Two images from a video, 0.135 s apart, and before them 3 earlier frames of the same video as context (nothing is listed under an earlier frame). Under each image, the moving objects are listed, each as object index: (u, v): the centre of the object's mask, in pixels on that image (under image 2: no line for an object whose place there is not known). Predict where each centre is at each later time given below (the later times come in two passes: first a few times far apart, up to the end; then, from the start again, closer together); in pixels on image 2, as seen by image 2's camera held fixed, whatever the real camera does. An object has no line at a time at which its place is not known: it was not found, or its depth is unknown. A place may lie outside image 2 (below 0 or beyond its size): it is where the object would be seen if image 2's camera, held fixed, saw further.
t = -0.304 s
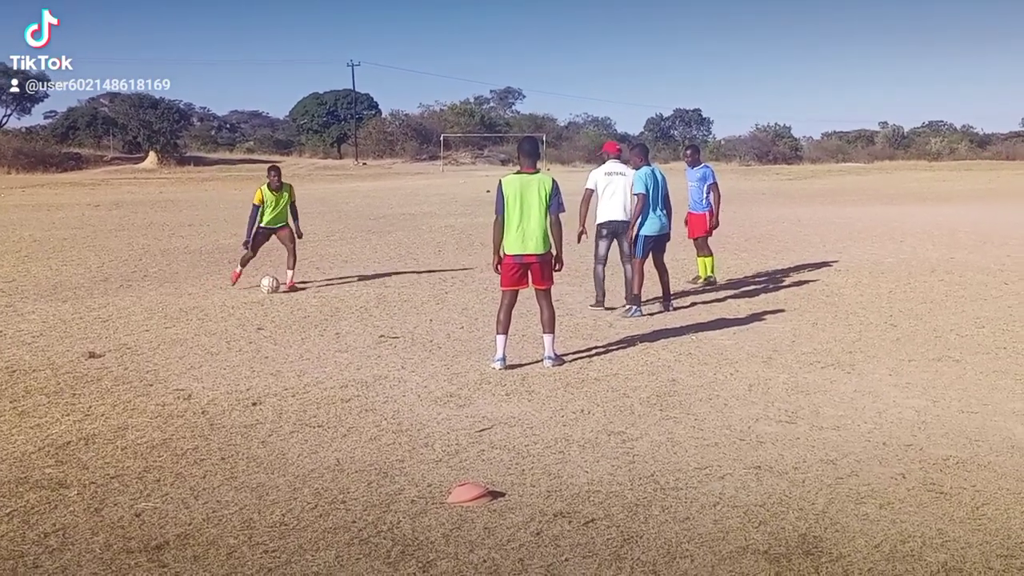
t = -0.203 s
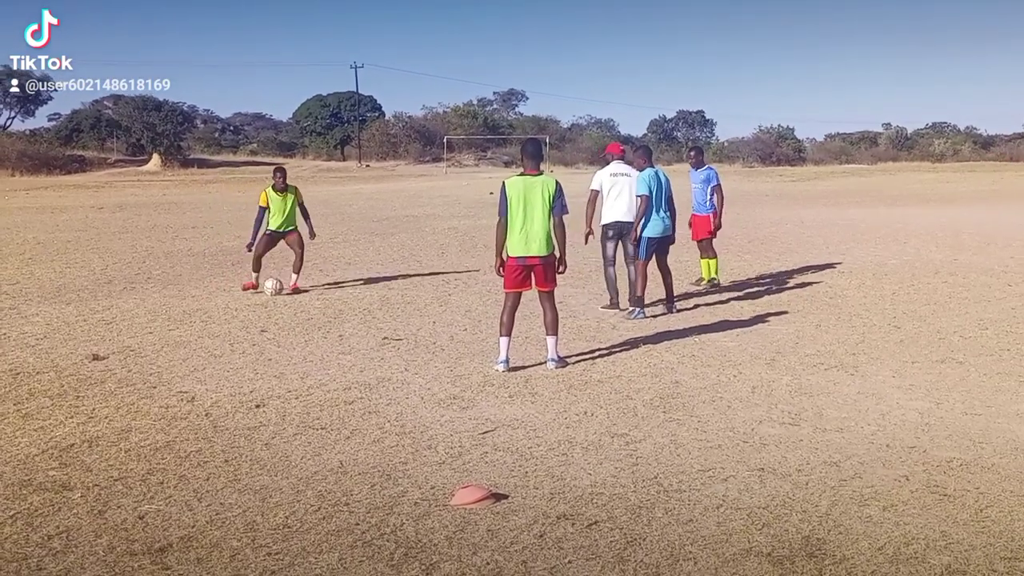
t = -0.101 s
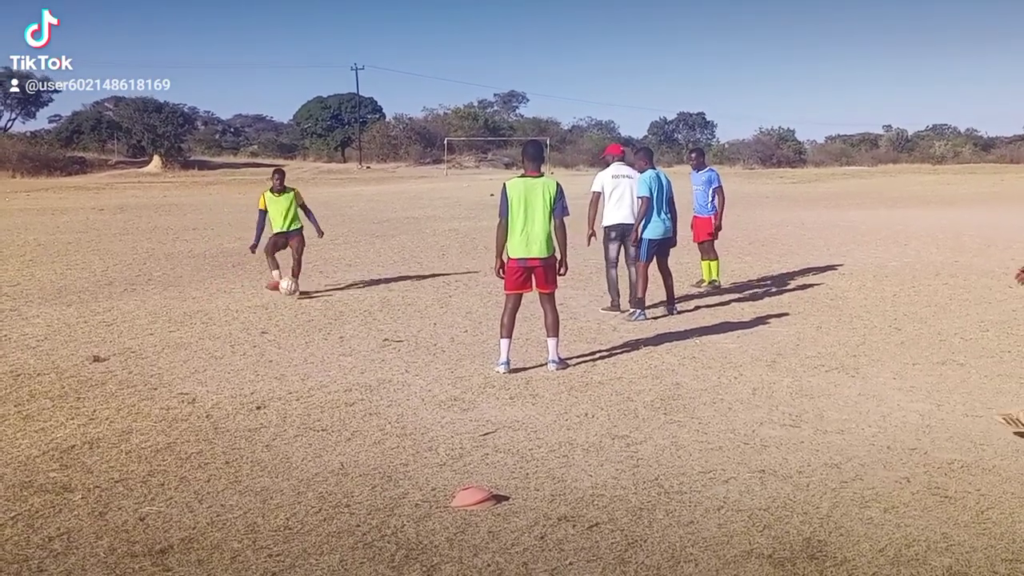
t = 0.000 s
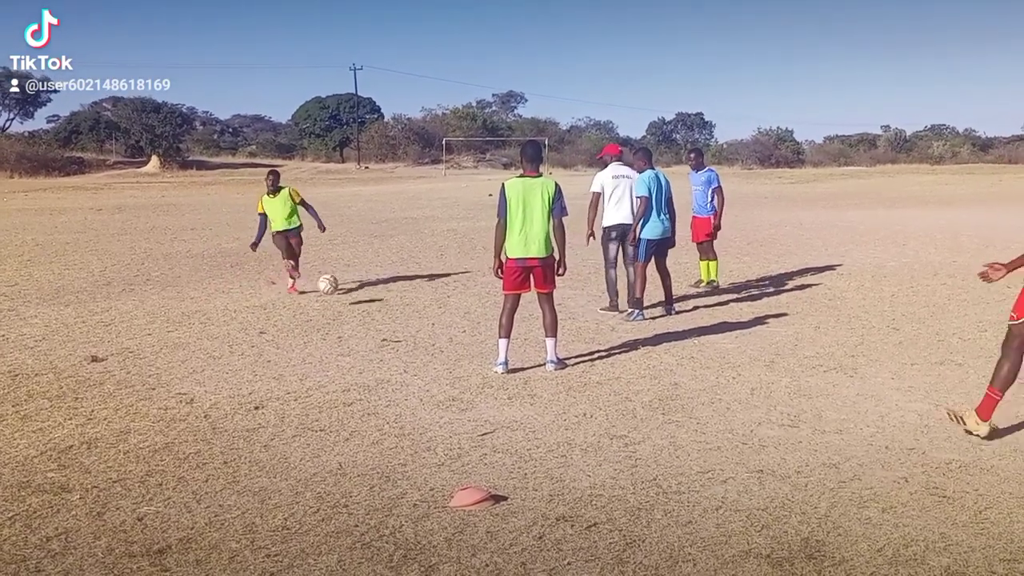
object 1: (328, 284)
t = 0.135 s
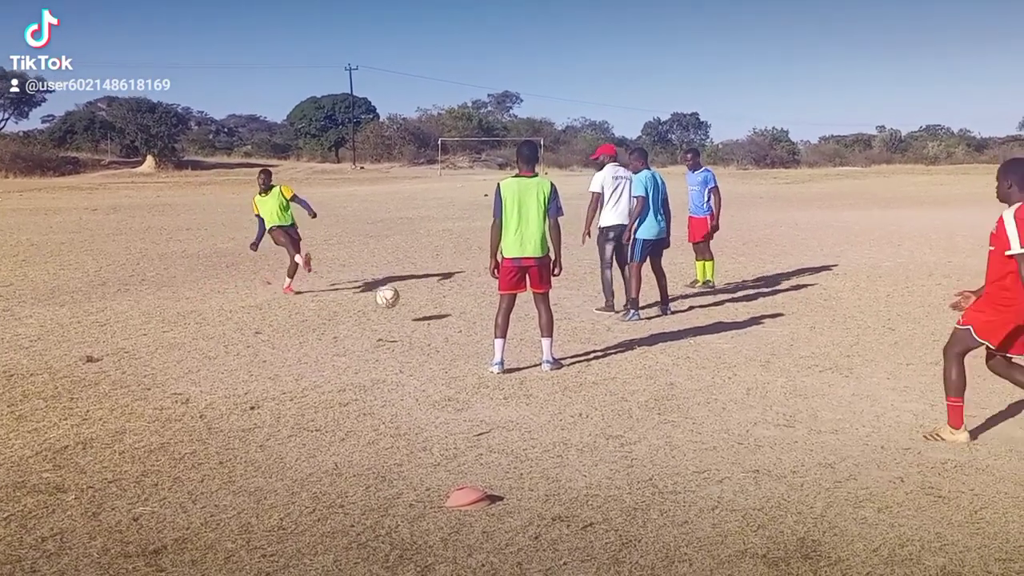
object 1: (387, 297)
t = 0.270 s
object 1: (464, 328)
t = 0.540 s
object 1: (618, 336)
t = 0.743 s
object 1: (765, 391)
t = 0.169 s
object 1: (405, 303)
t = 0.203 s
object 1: (424, 311)
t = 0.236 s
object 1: (445, 320)
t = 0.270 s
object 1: (464, 328)
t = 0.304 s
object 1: (480, 325)
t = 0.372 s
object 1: (517, 320)
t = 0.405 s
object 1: (528, 321)
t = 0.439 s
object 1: (556, 321)
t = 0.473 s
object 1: (574, 325)
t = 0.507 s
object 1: (596, 329)
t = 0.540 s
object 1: (618, 336)
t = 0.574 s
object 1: (641, 346)
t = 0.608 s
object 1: (665, 357)
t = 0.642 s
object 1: (692, 371)
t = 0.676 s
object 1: (719, 388)
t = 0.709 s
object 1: (743, 390)
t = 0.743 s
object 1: (765, 391)
